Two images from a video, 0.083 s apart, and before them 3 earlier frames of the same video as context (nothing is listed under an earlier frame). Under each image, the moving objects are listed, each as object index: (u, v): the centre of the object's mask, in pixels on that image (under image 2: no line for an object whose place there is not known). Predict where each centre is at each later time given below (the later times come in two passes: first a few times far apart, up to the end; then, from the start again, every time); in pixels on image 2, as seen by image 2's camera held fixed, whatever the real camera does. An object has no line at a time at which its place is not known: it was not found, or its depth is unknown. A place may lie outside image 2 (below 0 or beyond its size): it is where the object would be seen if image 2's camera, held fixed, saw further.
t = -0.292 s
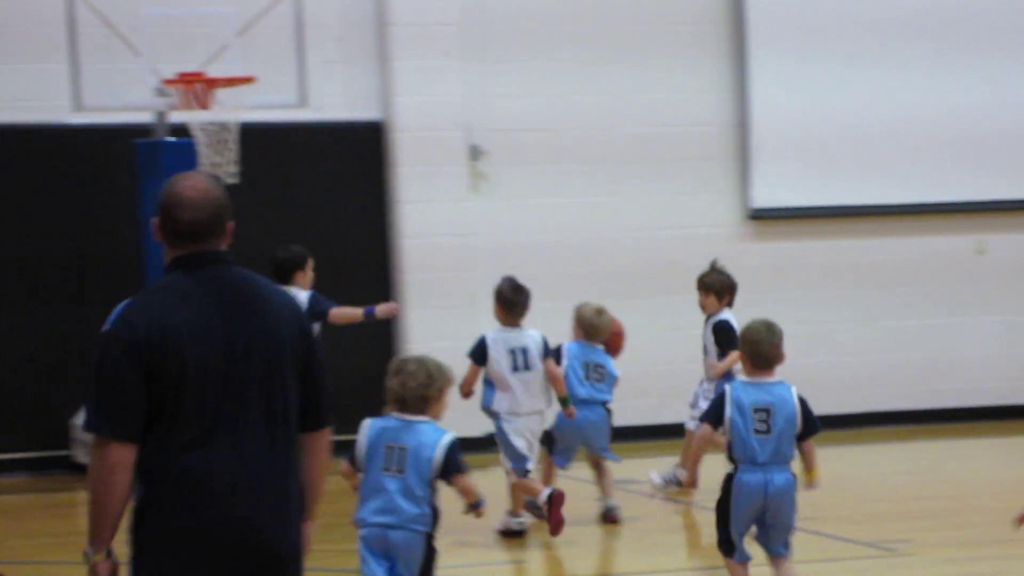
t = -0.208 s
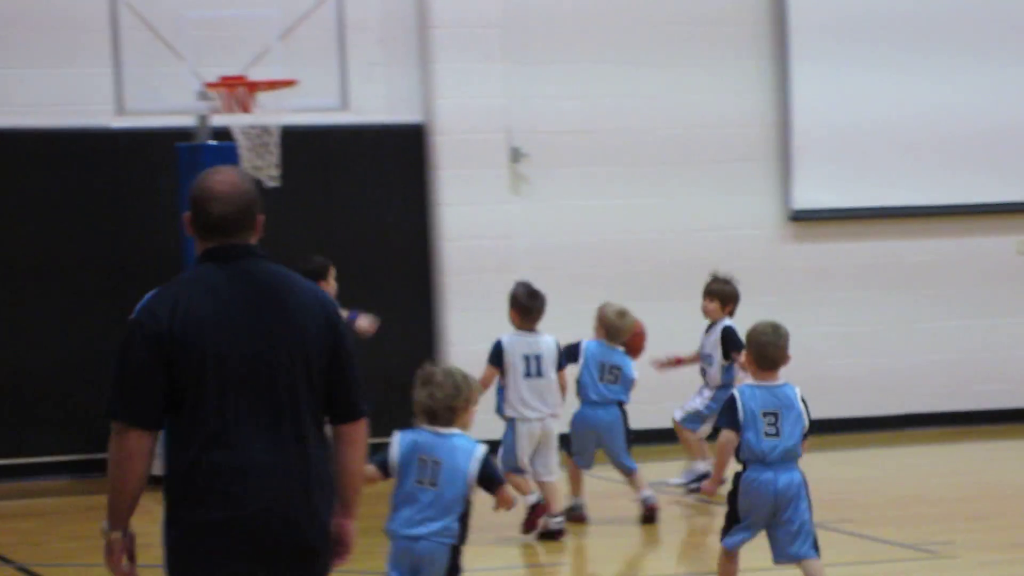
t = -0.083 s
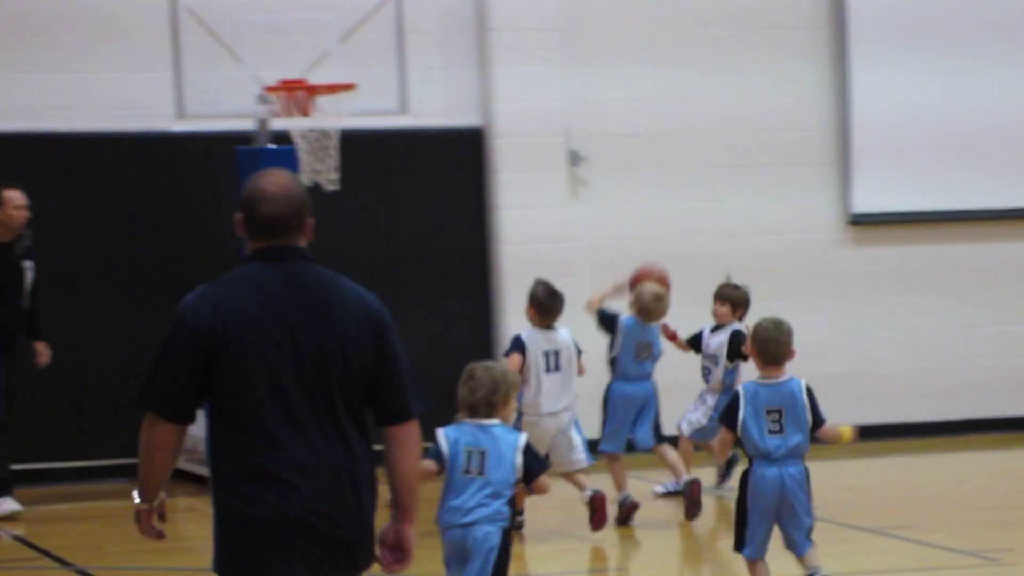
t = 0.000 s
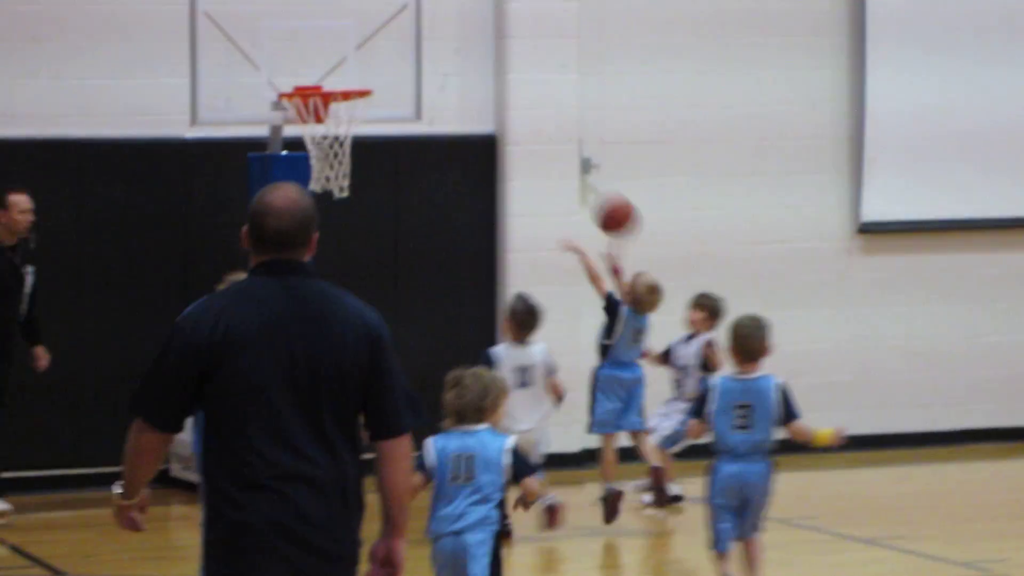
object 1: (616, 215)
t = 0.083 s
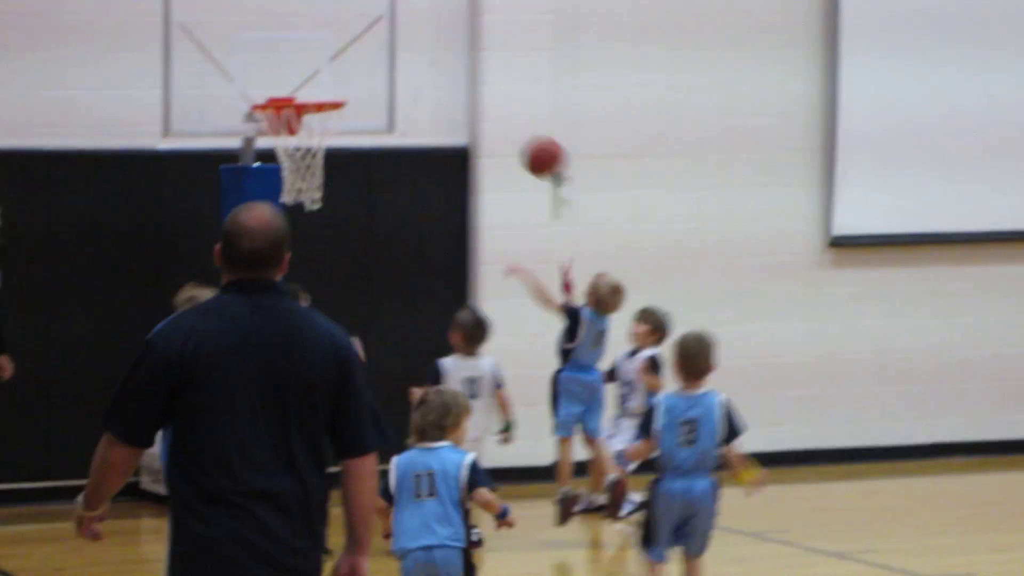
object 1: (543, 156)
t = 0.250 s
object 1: (455, 56)
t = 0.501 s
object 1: (328, 10)
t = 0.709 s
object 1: (281, 48)
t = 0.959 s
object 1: (325, 67)
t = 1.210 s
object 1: (411, 127)
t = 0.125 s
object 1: (521, 126)
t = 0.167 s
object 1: (498, 99)
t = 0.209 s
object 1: (477, 75)
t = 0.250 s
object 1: (455, 56)
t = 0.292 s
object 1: (435, 39)
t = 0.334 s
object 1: (413, 25)
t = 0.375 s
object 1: (391, 16)
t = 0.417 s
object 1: (370, 10)
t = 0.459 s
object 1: (348, 8)
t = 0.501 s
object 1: (328, 10)
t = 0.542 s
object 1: (308, 13)
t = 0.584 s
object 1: (296, 18)
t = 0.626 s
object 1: (291, 25)
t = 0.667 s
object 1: (286, 34)
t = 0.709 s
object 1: (281, 48)
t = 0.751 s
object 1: (277, 65)
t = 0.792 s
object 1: (274, 85)
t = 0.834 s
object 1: (284, 81)
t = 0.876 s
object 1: (298, 74)
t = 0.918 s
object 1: (312, 69)
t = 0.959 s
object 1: (325, 67)
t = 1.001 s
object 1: (340, 69)
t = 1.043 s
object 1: (354, 74)
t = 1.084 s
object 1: (367, 82)
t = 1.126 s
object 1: (382, 94)
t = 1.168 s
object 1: (396, 108)
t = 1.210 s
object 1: (411, 127)
